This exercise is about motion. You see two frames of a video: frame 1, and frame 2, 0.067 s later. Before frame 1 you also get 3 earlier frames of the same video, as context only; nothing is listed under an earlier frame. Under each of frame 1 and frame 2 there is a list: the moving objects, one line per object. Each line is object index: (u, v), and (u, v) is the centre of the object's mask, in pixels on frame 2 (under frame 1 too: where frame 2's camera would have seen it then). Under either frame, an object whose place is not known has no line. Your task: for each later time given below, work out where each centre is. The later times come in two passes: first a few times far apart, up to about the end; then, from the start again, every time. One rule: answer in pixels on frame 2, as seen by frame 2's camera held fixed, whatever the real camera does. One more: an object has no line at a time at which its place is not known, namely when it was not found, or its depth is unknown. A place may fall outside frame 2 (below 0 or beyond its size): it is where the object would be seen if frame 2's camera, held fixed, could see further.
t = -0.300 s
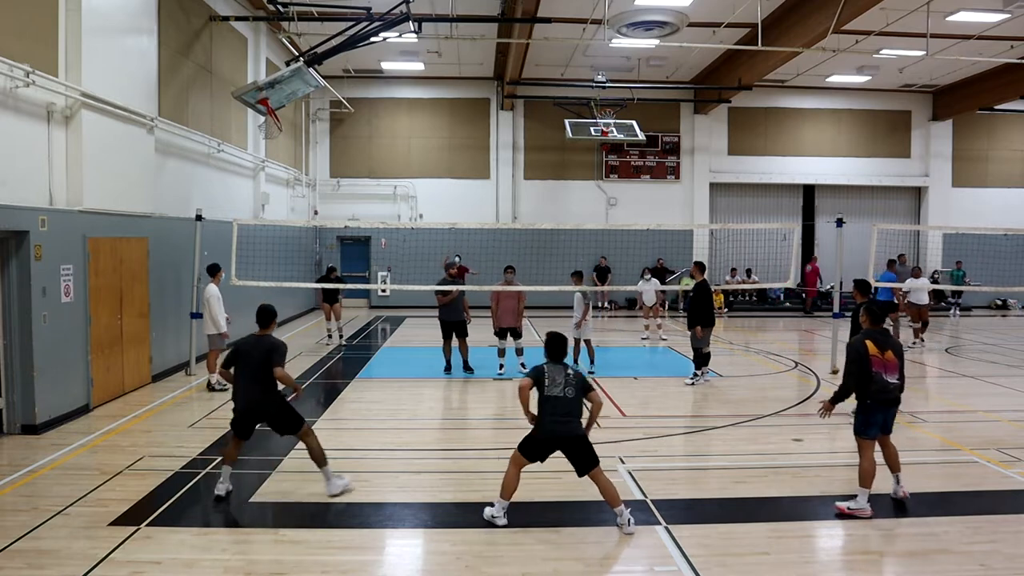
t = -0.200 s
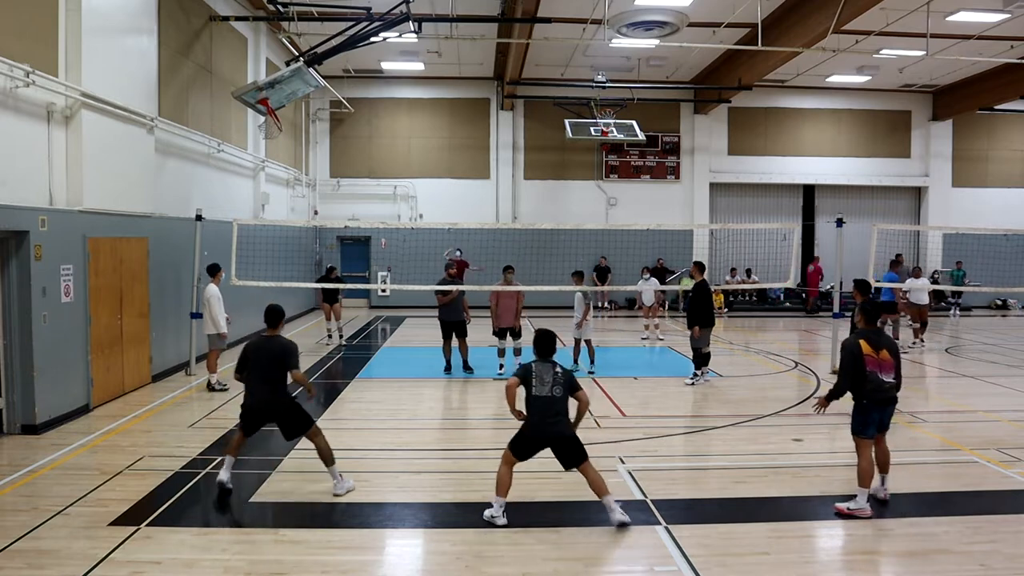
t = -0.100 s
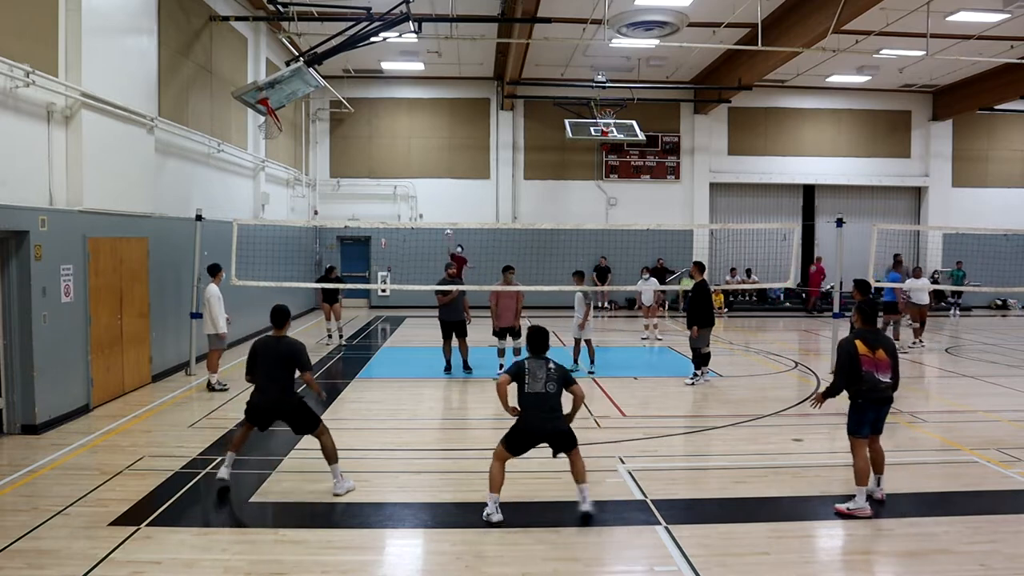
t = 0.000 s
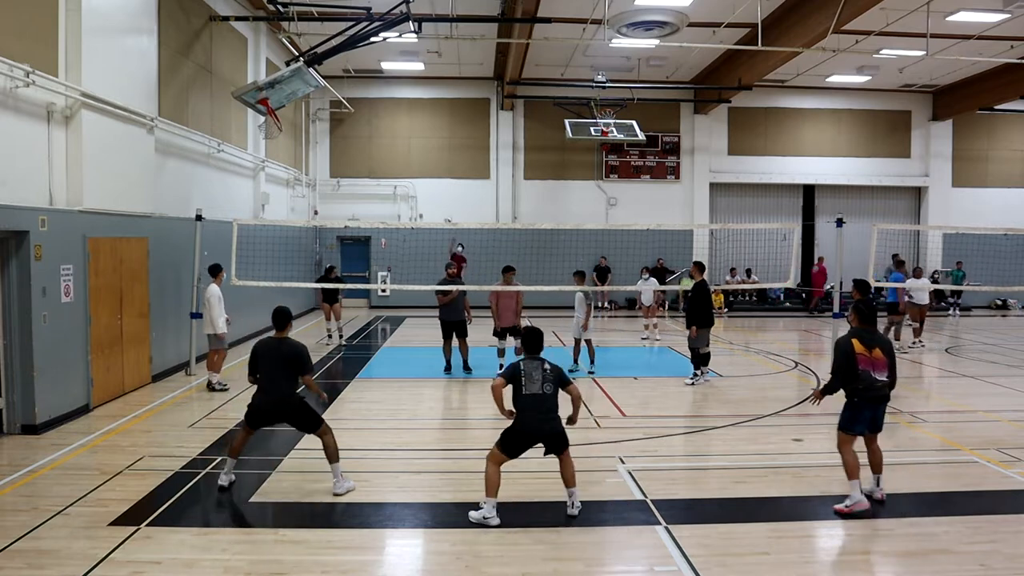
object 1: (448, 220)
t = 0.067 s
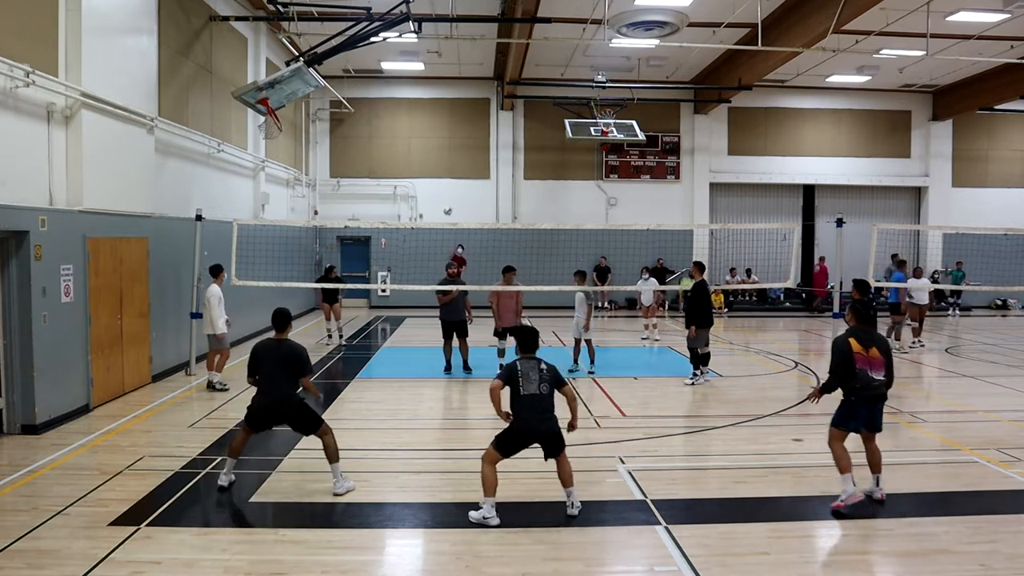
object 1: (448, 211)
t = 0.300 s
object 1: (449, 185)
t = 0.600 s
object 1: (447, 185)
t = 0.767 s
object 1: (441, 213)
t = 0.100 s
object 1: (448, 207)
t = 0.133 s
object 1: (448, 202)
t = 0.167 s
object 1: (448, 199)
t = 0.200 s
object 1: (449, 195)
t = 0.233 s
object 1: (449, 192)
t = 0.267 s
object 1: (449, 189)
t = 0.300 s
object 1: (449, 185)
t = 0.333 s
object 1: (449, 184)
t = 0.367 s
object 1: (449, 182)
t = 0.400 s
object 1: (449, 181)
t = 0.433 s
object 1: (449, 180)
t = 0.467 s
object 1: (448, 180)
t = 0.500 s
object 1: (448, 180)
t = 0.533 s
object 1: (448, 181)
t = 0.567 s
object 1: (447, 183)
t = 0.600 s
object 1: (447, 185)
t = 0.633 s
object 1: (446, 189)
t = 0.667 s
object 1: (445, 194)
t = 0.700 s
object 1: (444, 199)
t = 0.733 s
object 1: (443, 205)
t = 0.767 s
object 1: (441, 213)
